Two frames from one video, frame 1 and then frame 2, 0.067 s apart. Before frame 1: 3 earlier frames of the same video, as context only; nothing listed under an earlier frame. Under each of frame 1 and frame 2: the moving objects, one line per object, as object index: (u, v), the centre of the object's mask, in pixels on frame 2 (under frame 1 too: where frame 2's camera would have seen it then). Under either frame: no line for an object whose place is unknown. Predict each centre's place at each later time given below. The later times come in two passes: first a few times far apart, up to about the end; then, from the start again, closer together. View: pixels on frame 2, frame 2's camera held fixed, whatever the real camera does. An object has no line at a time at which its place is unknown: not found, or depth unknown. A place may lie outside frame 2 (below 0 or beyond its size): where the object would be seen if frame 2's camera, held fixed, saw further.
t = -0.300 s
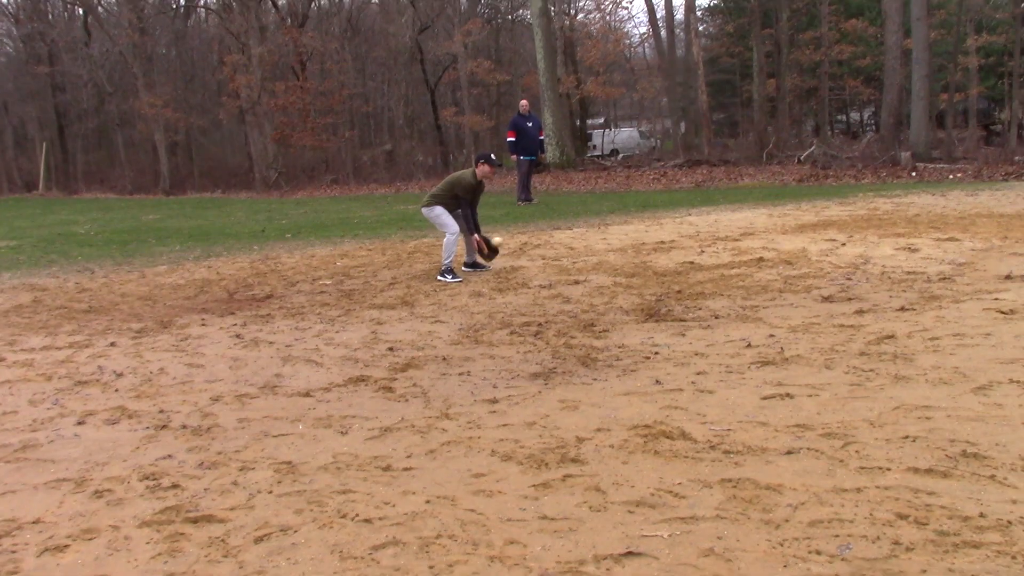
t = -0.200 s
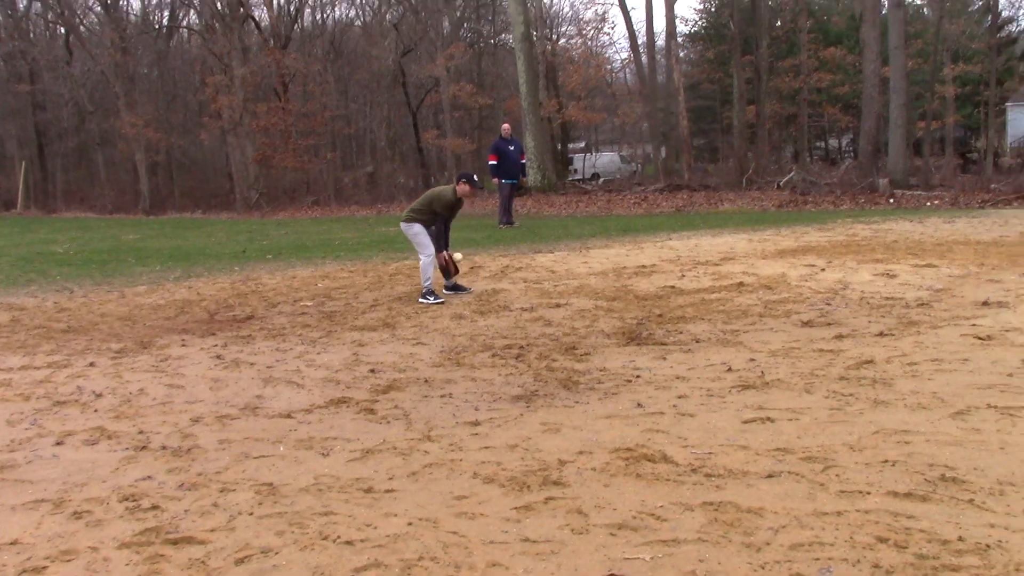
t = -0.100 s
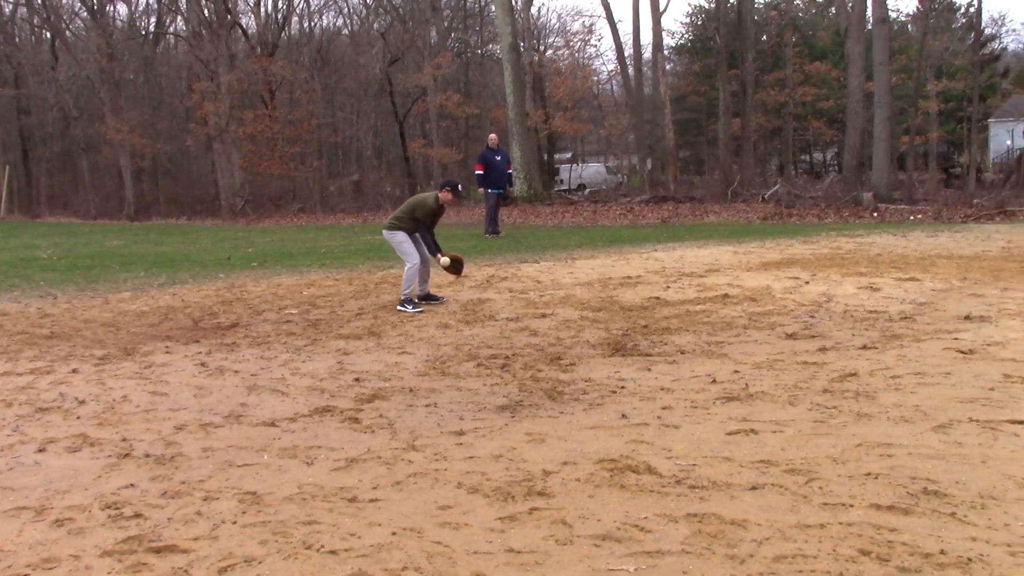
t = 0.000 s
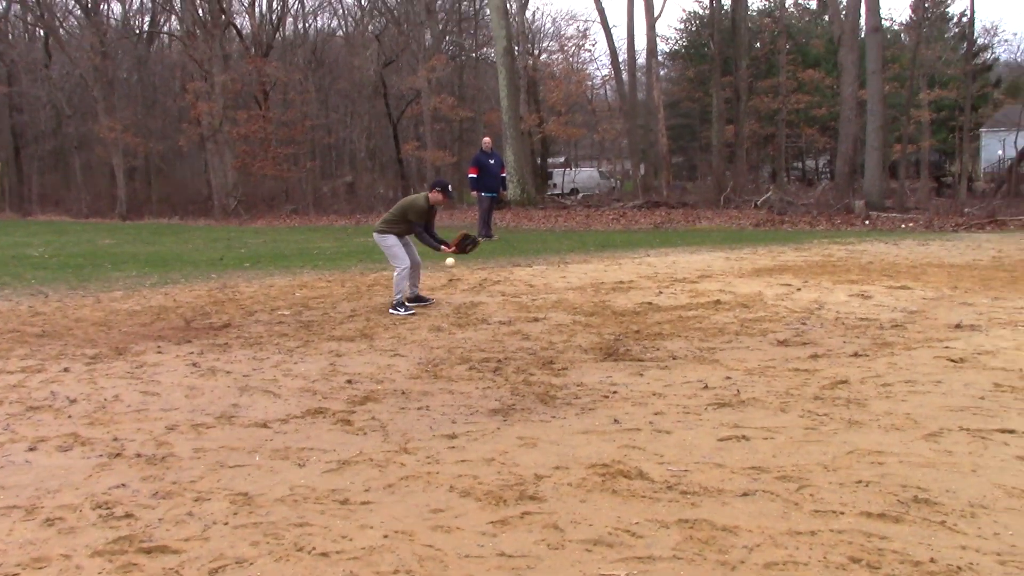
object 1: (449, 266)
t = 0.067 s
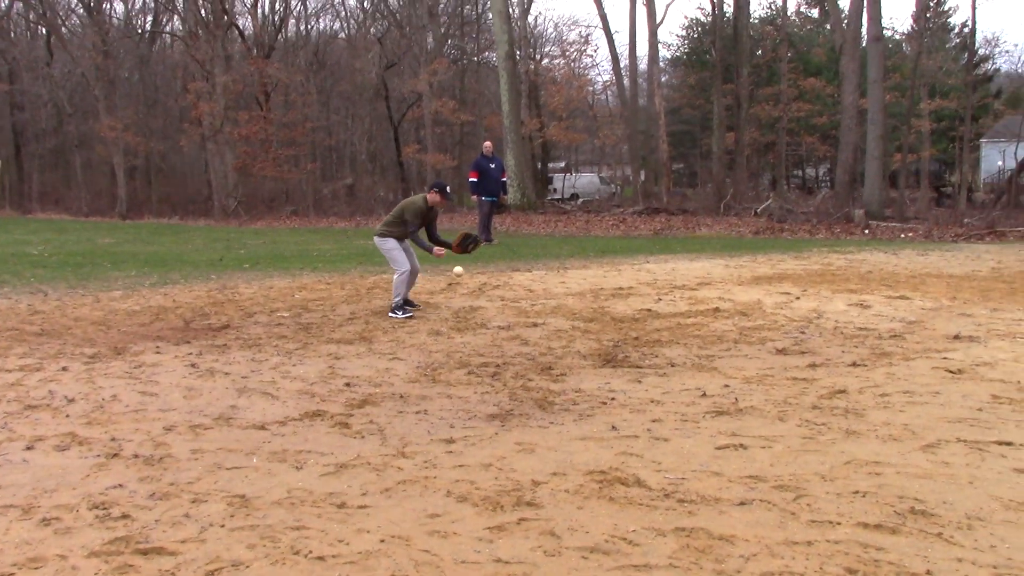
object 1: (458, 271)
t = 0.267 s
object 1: (484, 315)
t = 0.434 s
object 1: (503, 327)
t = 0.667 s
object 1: (523, 329)
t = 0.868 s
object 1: (538, 332)
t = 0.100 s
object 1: (462, 273)
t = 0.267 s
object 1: (484, 315)
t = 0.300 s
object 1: (489, 323)
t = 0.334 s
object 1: (492, 322)
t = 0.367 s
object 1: (496, 323)
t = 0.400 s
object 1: (499, 324)
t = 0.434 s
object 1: (503, 327)
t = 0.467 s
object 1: (506, 326)
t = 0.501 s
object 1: (509, 327)
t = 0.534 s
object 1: (512, 328)
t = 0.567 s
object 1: (515, 329)
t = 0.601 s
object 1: (517, 329)
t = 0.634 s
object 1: (520, 329)
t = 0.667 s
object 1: (523, 329)
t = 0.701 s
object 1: (526, 330)
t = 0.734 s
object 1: (528, 332)
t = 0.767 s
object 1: (531, 332)
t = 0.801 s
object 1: (534, 331)
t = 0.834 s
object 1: (536, 331)
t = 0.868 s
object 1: (538, 332)
